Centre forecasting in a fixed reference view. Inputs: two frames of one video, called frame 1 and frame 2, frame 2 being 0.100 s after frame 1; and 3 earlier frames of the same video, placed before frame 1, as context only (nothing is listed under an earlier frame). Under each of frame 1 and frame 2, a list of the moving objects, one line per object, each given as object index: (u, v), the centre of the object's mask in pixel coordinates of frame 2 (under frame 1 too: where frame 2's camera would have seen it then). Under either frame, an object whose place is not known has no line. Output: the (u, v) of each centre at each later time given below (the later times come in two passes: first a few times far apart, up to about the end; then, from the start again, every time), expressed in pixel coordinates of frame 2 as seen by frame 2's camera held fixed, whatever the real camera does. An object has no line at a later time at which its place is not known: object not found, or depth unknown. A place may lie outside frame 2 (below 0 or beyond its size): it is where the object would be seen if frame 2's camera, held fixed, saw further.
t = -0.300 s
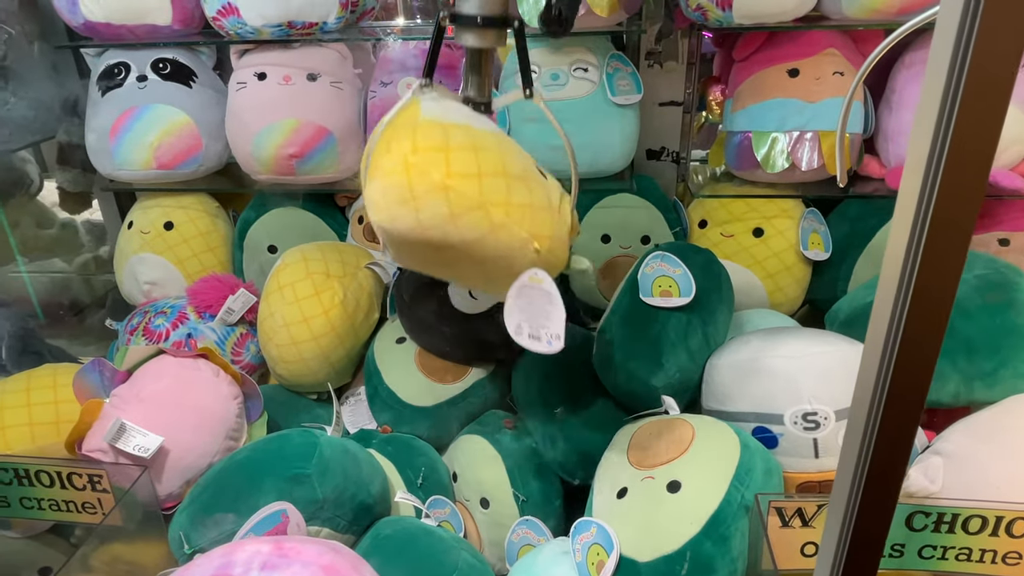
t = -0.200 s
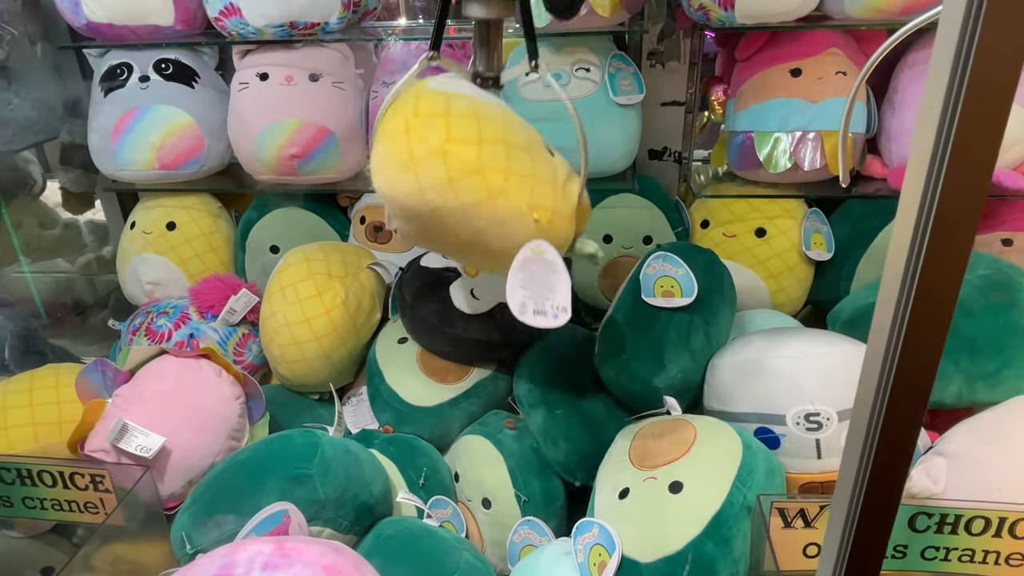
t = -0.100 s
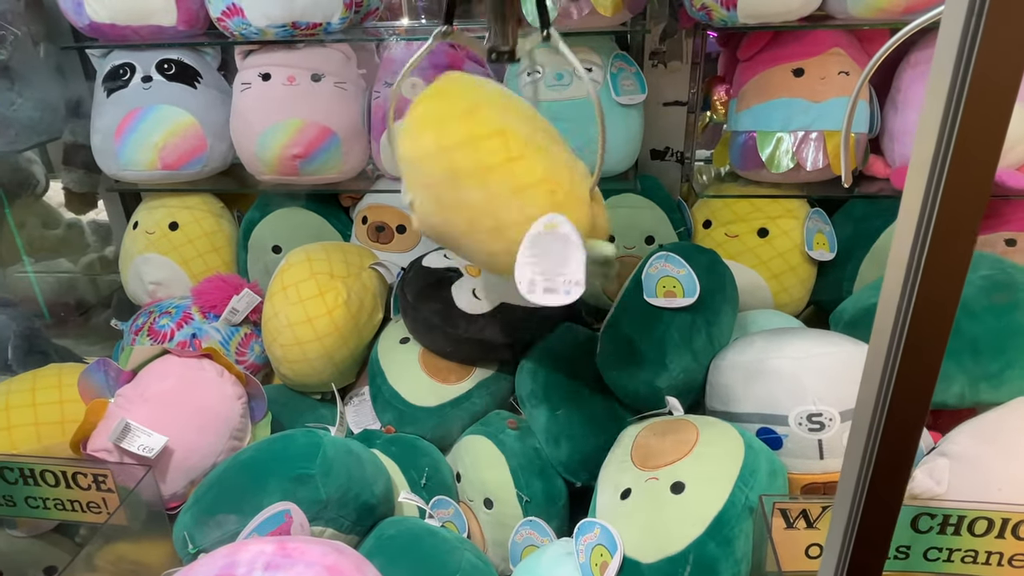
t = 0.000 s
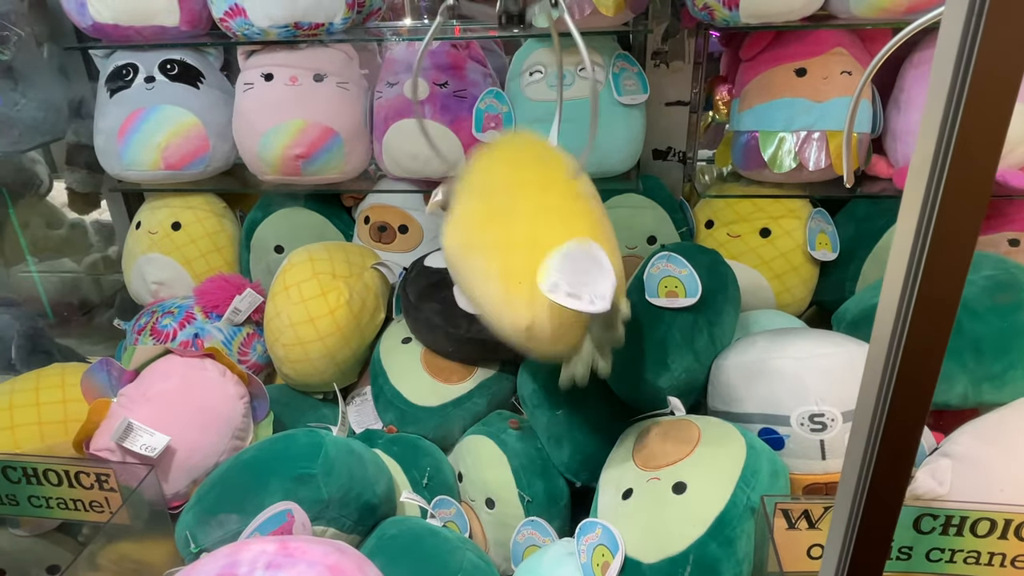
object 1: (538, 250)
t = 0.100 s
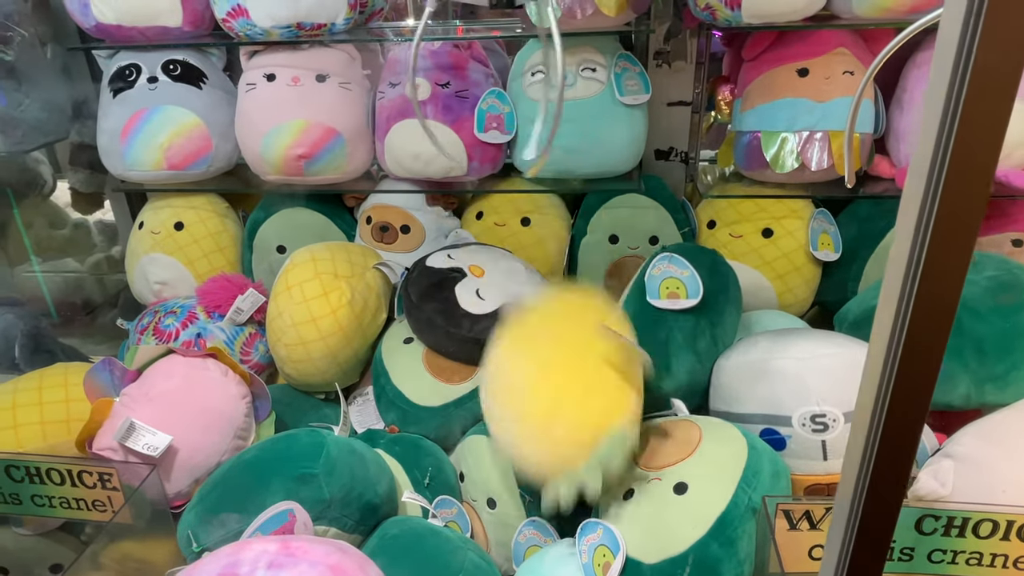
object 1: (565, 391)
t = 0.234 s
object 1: (518, 459)
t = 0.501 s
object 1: (473, 488)
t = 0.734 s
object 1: (489, 476)
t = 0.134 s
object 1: (570, 426)
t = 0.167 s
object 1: (551, 444)
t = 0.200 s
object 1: (534, 452)
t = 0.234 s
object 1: (518, 459)
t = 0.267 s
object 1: (499, 472)
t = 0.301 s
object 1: (479, 490)
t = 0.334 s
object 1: (446, 487)
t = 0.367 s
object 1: (454, 484)
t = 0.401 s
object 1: (461, 482)
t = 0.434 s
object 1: (464, 484)
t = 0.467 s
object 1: (468, 484)
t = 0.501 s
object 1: (473, 488)
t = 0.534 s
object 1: (482, 489)
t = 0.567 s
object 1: (490, 485)
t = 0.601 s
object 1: (493, 479)
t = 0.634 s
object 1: (495, 473)
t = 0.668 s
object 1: (492, 471)
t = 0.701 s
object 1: (490, 472)
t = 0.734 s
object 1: (489, 476)
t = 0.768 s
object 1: (489, 485)
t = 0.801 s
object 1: (485, 485)
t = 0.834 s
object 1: (484, 484)
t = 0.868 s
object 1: (485, 483)
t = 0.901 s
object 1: (486, 481)
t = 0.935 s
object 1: (486, 481)
